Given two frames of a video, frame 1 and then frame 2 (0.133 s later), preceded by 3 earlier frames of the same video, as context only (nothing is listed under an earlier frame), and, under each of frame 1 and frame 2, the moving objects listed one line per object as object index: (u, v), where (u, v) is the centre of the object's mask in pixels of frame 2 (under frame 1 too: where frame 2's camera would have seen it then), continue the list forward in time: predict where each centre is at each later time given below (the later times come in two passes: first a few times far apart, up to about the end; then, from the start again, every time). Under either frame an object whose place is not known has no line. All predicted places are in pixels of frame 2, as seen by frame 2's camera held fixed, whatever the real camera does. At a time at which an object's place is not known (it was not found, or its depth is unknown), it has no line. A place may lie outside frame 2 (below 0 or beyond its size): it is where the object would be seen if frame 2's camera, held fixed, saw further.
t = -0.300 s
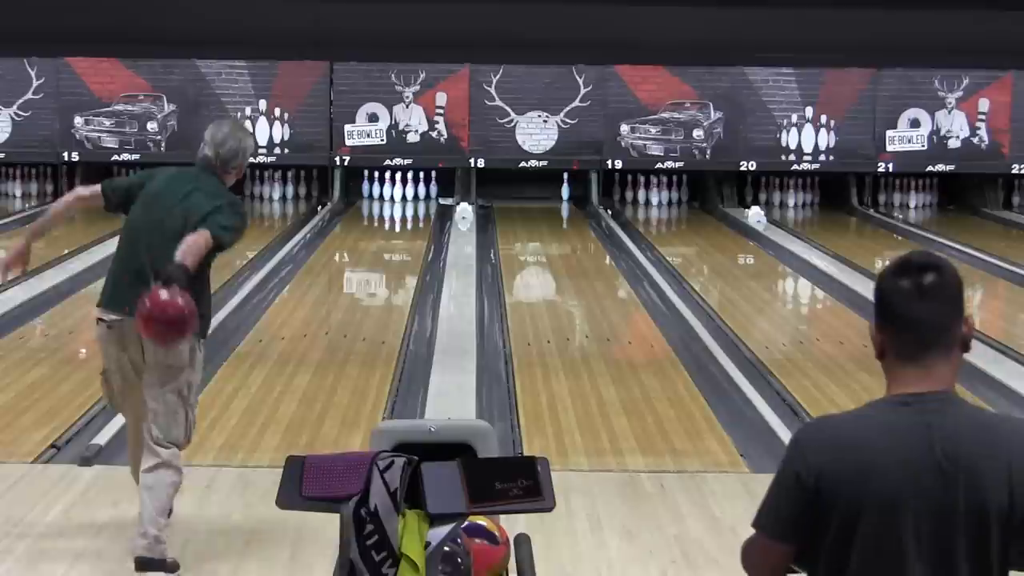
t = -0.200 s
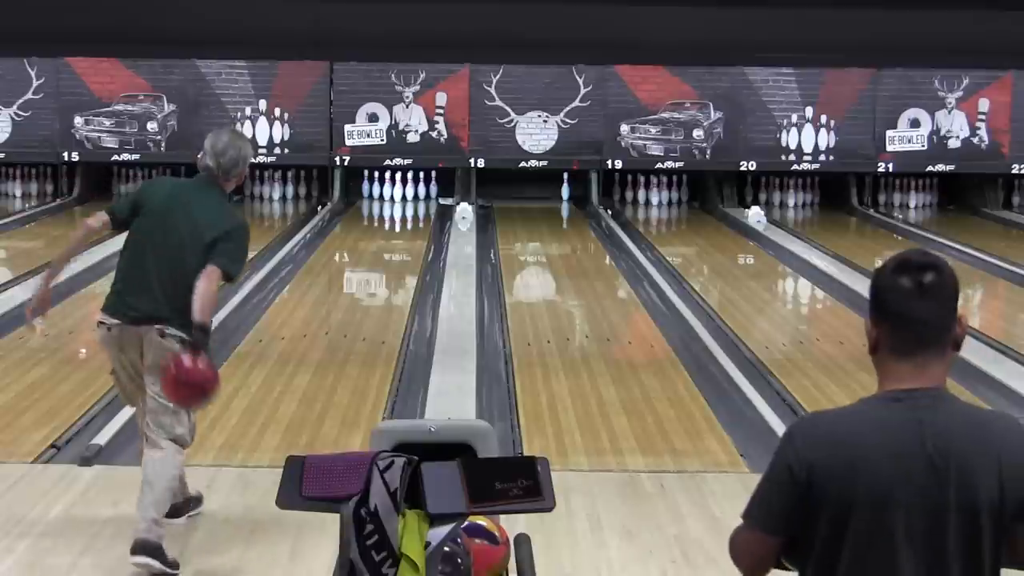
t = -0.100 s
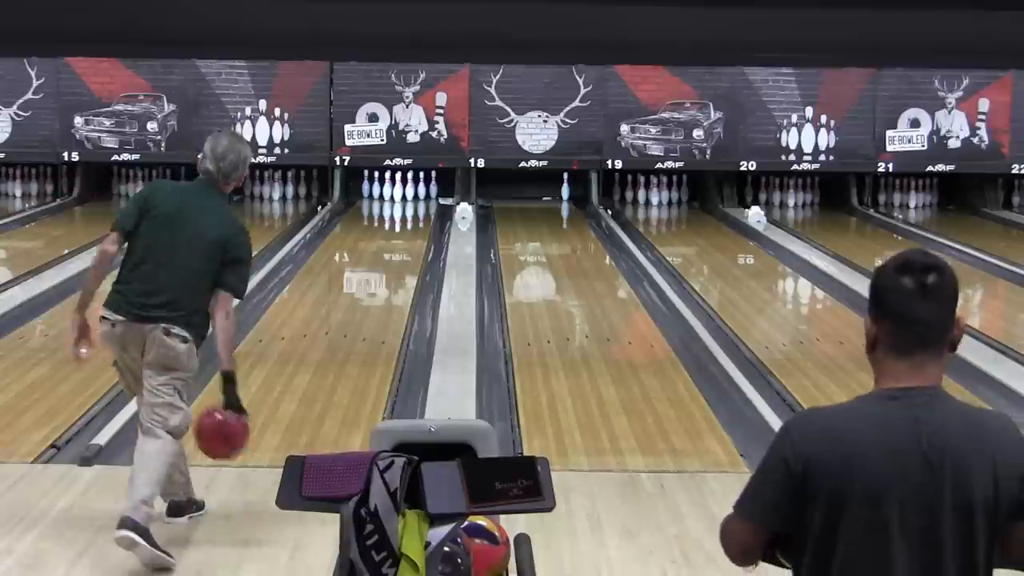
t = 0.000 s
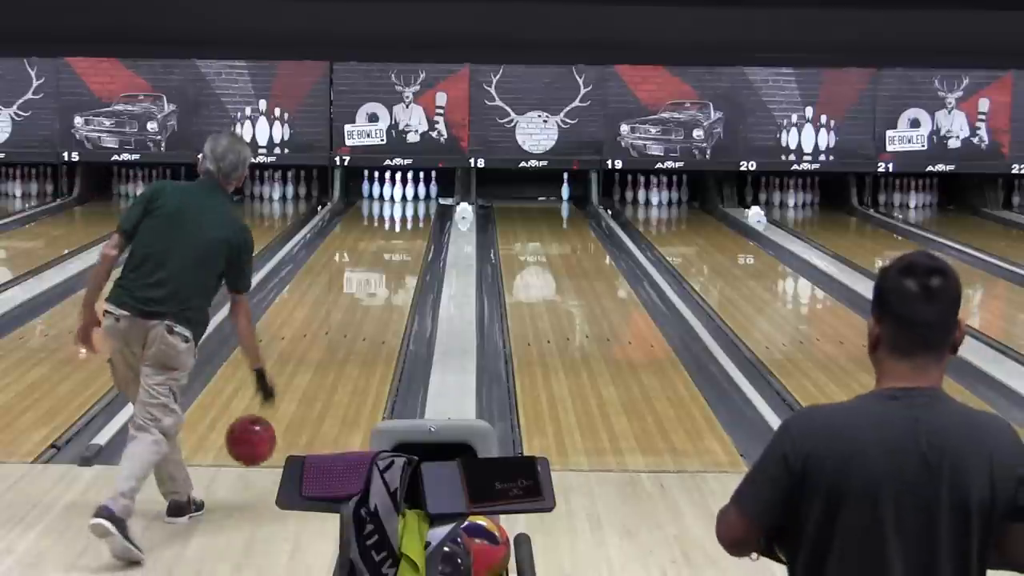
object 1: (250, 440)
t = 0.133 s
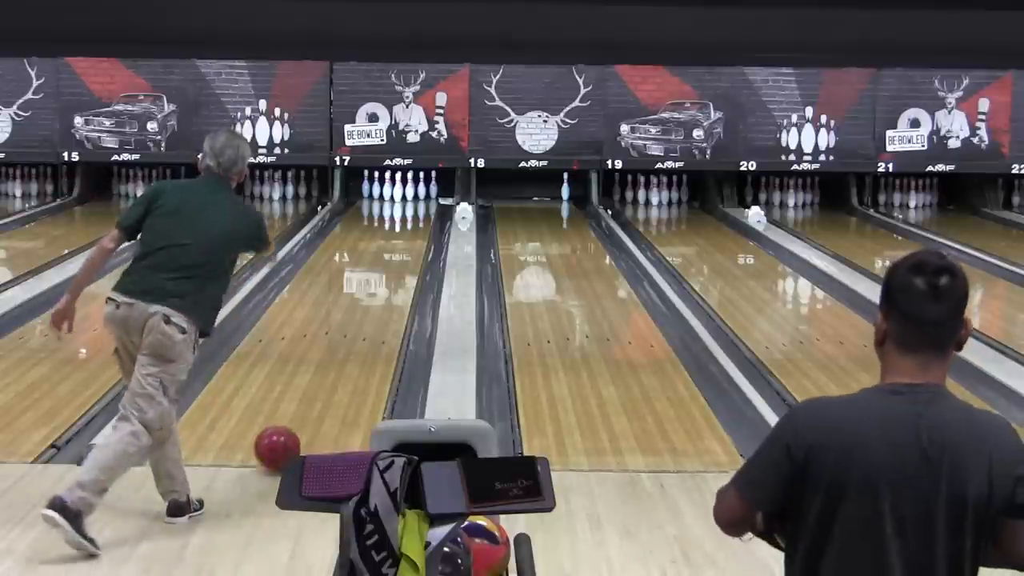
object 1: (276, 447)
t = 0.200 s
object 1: (286, 430)
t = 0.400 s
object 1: (308, 390)
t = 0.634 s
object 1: (329, 350)
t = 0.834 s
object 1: (342, 324)
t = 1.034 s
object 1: (353, 303)
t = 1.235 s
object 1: (363, 284)
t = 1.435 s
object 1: (370, 268)
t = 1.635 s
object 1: (376, 255)
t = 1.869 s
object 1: (382, 242)
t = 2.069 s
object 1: (386, 232)
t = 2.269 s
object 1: (389, 223)
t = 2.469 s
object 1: (391, 215)
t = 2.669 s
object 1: (390, 209)
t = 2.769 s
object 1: (389, 206)
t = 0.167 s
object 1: (281, 437)
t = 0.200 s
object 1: (286, 430)
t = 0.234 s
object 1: (290, 424)
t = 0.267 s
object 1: (294, 417)
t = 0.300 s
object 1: (298, 410)
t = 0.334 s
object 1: (301, 403)
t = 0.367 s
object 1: (305, 396)
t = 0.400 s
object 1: (308, 390)
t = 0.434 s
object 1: (312, 383)
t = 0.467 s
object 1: (315, 377)
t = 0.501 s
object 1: (318, 372)
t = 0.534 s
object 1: (321, 366)
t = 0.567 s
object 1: (324, 360)
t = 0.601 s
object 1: (326, 355)
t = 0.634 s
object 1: (329, 350)
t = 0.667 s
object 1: (331, 345)
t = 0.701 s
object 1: (334, 341)
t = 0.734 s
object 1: (336, 336)
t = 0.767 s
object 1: (338, 332)
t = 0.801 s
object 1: (340, 328)
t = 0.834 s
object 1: (342, 324)
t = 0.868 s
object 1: (344, 320)
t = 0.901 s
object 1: (346, 317)
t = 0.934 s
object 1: (348, 313)
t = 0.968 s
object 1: (350, 309)
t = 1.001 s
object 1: (352, 306)
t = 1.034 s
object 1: (353, 303)
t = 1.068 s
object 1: (355, 299)
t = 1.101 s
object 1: (356, 296)
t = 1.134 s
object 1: (358, 293)
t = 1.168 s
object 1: (360, 290)
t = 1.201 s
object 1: (361, 287)
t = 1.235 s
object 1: (363, 284)
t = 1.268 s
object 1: (364, 281)
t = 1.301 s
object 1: (365, 279)
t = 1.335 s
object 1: (366, 276)
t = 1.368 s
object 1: (368, 273)
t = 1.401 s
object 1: (369, 271)
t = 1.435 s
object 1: (370, 268)
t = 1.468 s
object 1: (371, 265)
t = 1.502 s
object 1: (372, 264)
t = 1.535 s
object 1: (373, 261)
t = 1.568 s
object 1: (374, 260)
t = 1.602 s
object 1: (375, 258)
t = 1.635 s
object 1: (376, 255)
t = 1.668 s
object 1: (377, 253)
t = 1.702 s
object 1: (378, 251)
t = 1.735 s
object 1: (379, 249)
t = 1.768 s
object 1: (380, 247)
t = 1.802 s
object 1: (380, 245)
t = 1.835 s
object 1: (381, 244)
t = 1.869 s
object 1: (382, 242)
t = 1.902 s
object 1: (383, 240)
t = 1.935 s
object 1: (384, 239)
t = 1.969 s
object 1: (384, 237)
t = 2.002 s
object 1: (385, 235)
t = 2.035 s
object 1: (386, 234)
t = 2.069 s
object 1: (386, 232)
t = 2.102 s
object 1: (387, 230)
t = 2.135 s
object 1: (387, 228)
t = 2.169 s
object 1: (388, 228)
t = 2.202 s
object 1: (389, 225)
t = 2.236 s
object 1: (389, 224)
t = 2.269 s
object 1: (389, 223)
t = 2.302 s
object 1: (390, 221)
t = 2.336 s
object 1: (390, 220)
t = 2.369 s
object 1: (390, 219)
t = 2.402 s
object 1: (390, 218)
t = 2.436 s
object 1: (391, 216)
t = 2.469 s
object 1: (391, 215)
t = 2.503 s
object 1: (391, 214)
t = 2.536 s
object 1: (391, 213)
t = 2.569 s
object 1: (391, 212)
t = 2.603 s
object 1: (390, 211)
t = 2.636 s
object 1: (390, 210)
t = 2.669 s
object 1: (390, 209)
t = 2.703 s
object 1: (390, 208)
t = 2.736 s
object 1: (389, 207)
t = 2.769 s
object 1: (389, 206)
